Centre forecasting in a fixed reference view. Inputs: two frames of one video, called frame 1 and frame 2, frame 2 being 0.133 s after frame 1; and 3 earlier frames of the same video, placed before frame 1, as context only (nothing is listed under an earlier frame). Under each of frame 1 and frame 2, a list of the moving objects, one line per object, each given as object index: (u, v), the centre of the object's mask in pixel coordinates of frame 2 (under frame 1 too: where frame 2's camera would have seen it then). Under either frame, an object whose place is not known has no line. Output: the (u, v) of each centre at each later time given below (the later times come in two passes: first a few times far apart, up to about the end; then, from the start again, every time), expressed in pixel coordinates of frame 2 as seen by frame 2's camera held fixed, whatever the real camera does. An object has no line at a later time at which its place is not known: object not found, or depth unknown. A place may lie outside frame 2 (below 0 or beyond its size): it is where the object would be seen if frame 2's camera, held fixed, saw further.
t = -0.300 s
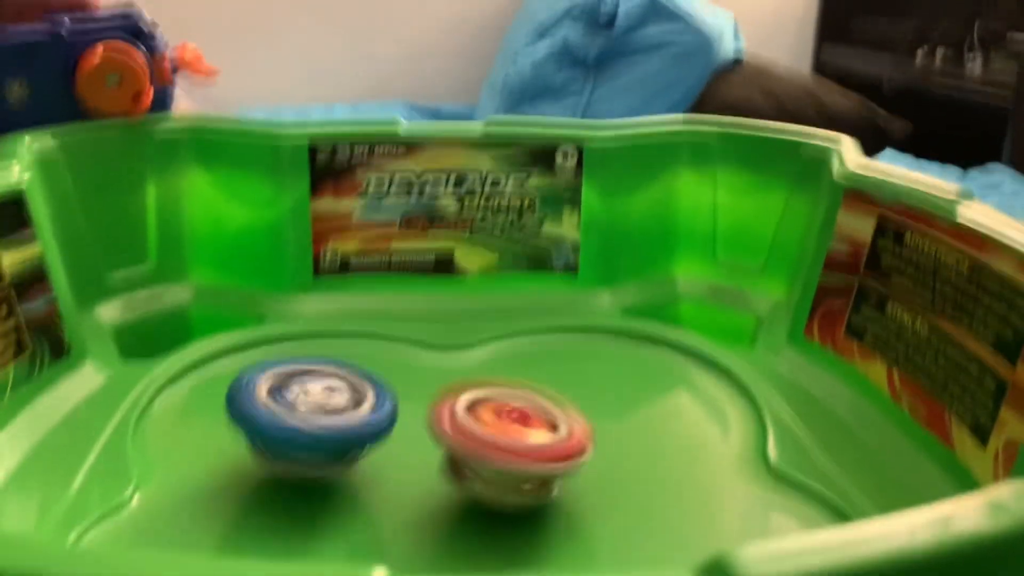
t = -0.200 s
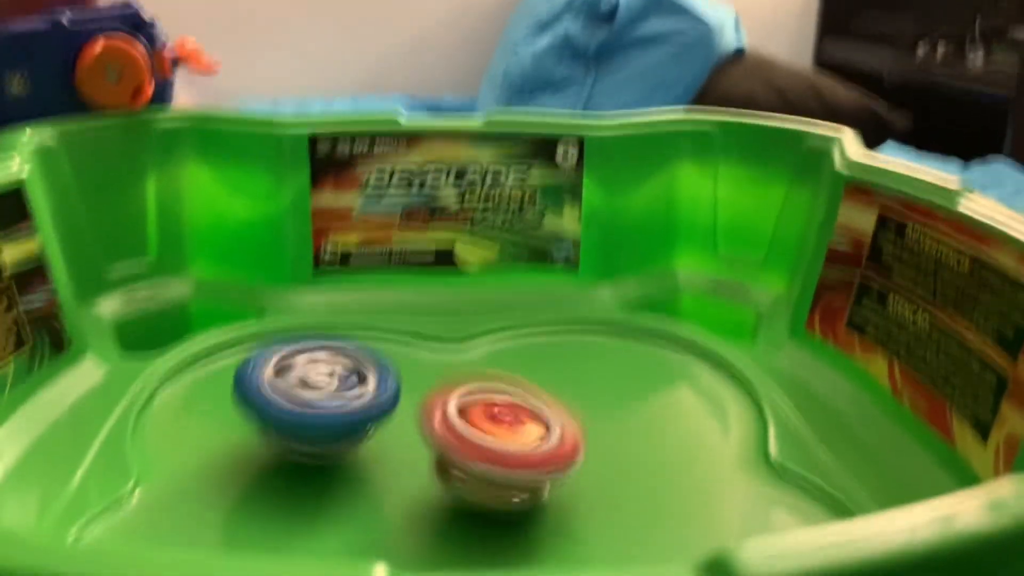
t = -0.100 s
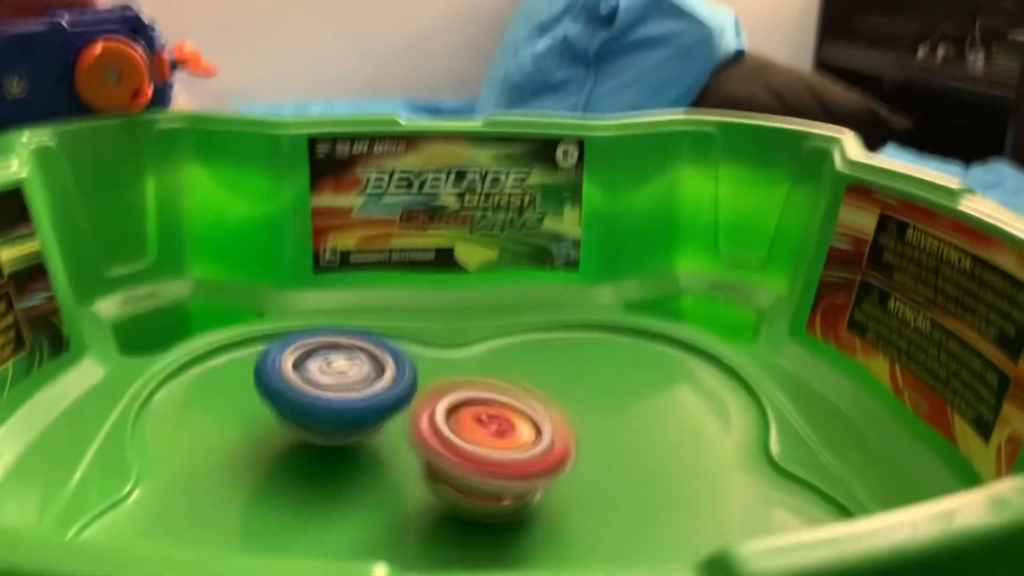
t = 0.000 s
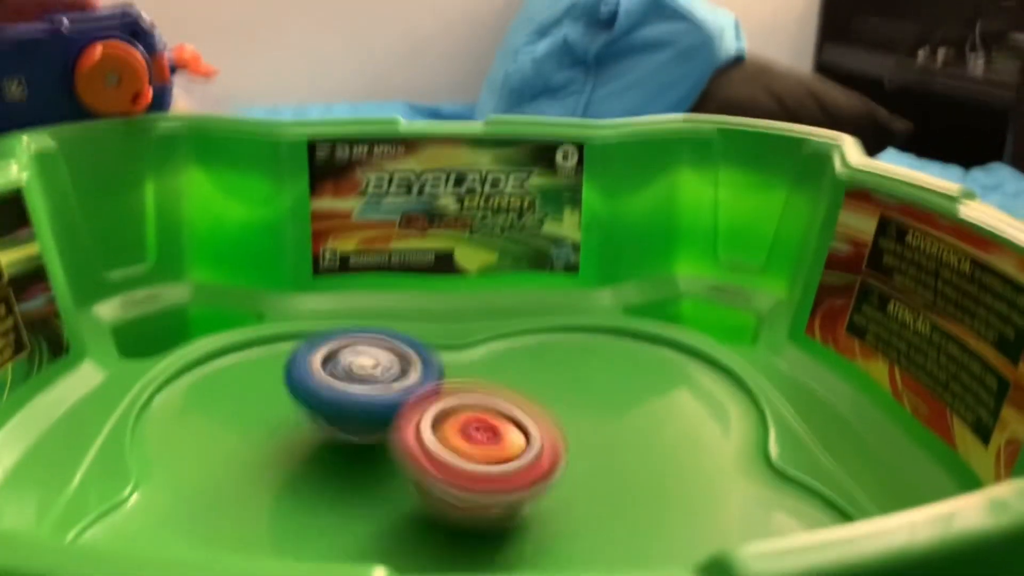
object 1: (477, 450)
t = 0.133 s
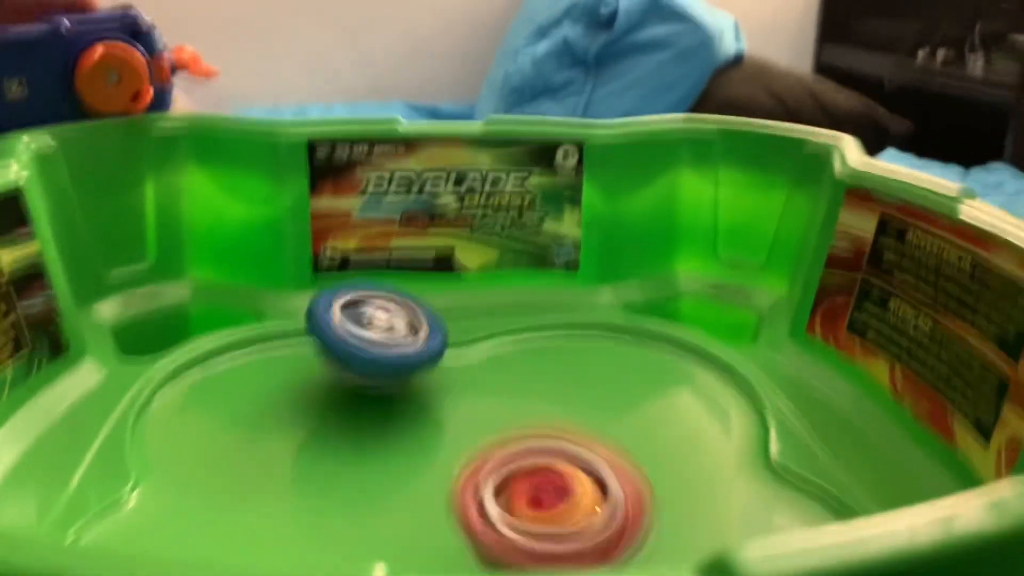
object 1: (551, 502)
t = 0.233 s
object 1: (621, 505)
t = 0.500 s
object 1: (653, 490)
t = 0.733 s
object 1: (623, 483)
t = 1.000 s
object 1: (562, 527)
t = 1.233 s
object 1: (510, 534)
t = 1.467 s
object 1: (478, 497)
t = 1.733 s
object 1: (304, 465)
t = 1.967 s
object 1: (359, 439)
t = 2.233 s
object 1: (410, 438)
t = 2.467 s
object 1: (424, 460)
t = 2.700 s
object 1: (368, 477)
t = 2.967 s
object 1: (399, 481)
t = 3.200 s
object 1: (445, 427)
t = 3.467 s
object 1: (529, 393)
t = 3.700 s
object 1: (570, 409)
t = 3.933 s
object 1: (565, 420)
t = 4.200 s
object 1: (479, 428)
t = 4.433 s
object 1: (457, 419)
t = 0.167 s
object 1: (576, 505)
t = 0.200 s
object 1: (599, 503)
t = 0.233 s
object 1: (621, 505)
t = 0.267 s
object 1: (636, 503)
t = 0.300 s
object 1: (648, 499)
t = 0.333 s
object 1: (655, 498)
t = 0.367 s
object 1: (658, 496)
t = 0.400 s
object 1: (659, 495)
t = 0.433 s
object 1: (659, 494)
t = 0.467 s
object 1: (657, 490)
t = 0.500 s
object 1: (653, 490)
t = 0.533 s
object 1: (650, 491)
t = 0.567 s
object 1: (646, 489)
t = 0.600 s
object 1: (642, 487)
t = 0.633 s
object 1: (638, 486)
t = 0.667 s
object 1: (633, 486)
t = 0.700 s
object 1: (627, 485)
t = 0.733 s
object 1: (623, 483)
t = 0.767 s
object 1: (619, 482)
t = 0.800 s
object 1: (612, 482)
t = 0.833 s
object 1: (607, 479)
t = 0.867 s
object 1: (603, 478)
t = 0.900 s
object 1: (599, 484)
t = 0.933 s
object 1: (591, 502)
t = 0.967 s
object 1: (578, 508)
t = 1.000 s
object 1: (562, 527)
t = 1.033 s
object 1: (545, 535)
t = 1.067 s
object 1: (532, 541)
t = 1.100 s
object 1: (522, 540)
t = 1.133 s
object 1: (515, 542)
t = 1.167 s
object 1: (511, 540)
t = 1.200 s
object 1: (510, 537)
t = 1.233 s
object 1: (510, 534)
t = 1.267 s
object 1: (509, 533)
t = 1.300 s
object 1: (507, 529)
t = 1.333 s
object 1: (504, 525)
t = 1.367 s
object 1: (499, 521)
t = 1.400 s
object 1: (492, 515)
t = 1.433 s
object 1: (484, 510)
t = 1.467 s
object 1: (478, 497)
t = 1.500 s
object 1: (470, 488)
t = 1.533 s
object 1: (463, 474)
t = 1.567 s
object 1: (429, 483)
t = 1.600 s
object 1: (397, 484)
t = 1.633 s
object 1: (363, 479)
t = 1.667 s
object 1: (334, 479)
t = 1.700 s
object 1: (313, 473)
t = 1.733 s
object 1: (304, 465)
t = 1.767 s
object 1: (301, 465)
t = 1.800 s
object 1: (306, 460)
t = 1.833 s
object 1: (312, 457)
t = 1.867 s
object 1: (320, 455)
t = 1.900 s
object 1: (331, 449)
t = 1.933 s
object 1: (344, 444)
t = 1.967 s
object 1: (359, 439)
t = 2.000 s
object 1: (375, 433)
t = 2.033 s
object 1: (394, 428)
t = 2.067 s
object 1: (414, 421)
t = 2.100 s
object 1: (436, 418)
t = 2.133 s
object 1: (436, 416)
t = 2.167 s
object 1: (424, 426)
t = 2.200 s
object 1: (416, 432)
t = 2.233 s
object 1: (410, 438)
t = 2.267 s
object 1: (406, 443)
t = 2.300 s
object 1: (408, 443)
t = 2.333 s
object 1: (411, 447)
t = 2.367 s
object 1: (415, 452)
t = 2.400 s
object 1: (419, 455)
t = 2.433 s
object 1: (422, 456)
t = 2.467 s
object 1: (424, 460)
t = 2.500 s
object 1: (427, 463)
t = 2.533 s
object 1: (425, 465)
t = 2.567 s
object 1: (404, 465)
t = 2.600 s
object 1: (391, 470)
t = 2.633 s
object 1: (378, 475)
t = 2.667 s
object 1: (372, 473)
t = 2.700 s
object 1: (368, 477)
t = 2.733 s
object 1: (368, 473)
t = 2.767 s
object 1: (370, 473)
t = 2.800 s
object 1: (377, 475)
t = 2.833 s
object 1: (382, 478)
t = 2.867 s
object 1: (387, 477)
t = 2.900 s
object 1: (392, 474)
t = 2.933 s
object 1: (397, 478)
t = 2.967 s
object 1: (399, 481)
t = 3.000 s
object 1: (404, 474)
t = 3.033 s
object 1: (408, 470)
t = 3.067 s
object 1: (413, 463)
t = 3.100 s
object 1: (419, 452)
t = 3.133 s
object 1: (426, 443)
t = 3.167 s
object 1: (435, 436)
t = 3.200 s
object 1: (445, 427)
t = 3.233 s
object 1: (454, 417)
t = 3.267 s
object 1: (467, 413)
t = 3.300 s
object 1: (477, 407)
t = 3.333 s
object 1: (488, 401)
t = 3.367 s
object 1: (499, 396)
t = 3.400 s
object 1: (511, 394)
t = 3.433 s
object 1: (521, 392)
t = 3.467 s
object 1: (529, 393)
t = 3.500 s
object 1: (538, 392)
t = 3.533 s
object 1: (547, 392)
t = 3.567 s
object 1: (551, 396)
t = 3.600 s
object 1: (557, 398)
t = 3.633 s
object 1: (562, 401)
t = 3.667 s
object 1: (565, 406)
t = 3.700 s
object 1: (570, 409)
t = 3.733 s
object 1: (571, 415)
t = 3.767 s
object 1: (573, 416)
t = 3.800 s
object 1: (577, 415)
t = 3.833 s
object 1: (575, 416)
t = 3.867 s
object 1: (573, 417)
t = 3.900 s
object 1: (570, 417)
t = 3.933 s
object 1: (565, 420)
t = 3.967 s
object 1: (558, 421)
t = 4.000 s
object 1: (549, 421)
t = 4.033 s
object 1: (539, 424)
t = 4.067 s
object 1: (528, 425)
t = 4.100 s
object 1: (516, 426)
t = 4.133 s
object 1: (503, 427)
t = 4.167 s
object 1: (490, 427)
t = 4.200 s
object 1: (479, 428)
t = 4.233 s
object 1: (470, 425)
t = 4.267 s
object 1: (463, 424)
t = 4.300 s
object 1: (457, 421)
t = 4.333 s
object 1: (455, 420)
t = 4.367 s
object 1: (456, 419)
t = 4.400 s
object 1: (457, 419)
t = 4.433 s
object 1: (457, 419)
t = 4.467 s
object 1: (457, 419)
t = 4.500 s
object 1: (456, 418)
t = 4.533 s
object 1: (453, 422)
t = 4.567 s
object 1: (452, 422)
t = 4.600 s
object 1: (451, 424)
